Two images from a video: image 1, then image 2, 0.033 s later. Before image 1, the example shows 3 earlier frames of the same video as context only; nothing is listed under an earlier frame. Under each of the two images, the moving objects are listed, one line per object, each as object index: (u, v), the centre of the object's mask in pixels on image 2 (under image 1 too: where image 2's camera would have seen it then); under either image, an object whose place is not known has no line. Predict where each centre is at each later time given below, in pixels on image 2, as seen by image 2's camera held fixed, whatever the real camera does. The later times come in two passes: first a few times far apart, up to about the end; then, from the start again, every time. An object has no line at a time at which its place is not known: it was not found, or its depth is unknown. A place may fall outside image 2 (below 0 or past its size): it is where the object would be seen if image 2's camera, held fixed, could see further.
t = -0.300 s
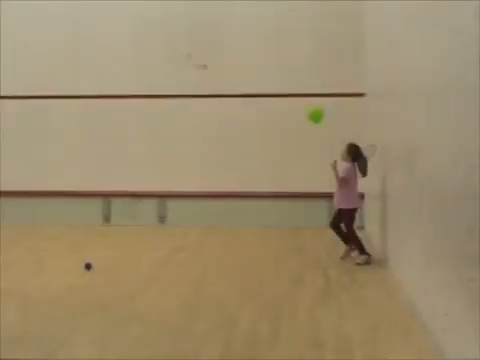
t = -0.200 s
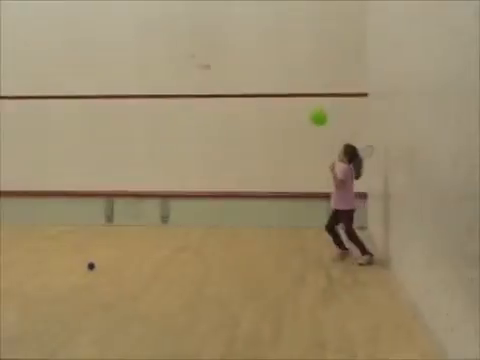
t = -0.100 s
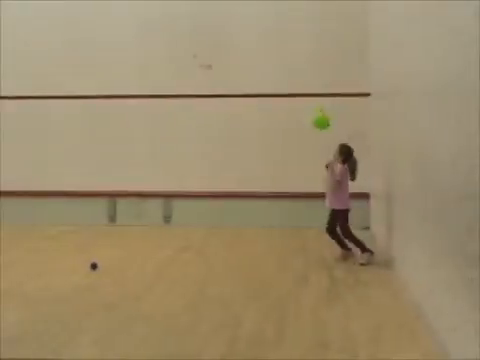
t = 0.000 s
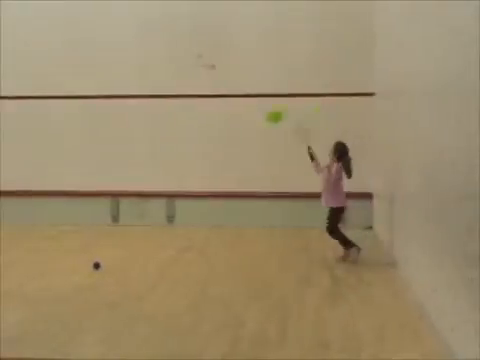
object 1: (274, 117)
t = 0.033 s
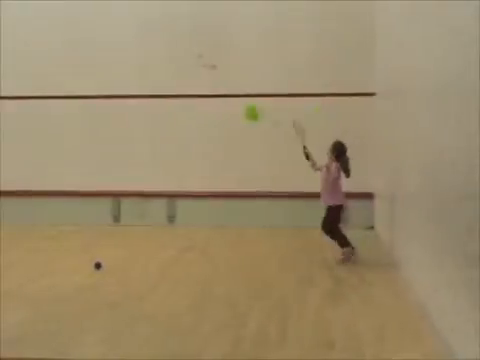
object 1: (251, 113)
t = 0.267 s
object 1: (186, 111)
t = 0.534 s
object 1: (160, 132)
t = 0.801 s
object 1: (149, 160)
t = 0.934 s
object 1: (153, 179)
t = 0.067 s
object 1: (238, 111)
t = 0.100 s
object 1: (222, 110)
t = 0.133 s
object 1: (212, 110)
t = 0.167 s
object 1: (203, 110)
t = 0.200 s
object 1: (193, 110)
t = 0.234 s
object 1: (189, 111)
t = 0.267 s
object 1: (186, 111)
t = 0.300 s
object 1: (182, 112)
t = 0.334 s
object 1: (179, 113)
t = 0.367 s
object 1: (177, 114)
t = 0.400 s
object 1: (175, 119)
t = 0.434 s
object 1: (168, 122)
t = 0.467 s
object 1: (167, 125)
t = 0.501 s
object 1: (163, 128)
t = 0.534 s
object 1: (160, 132)
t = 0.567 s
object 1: (161, 136)
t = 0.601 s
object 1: (159, 139)
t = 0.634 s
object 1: (160, 142)
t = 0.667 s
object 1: (157, 145)
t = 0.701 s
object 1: (155, 148)
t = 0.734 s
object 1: (154, 152)
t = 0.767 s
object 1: (151, 156)
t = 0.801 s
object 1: (149, 160)
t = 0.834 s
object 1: (151, 165)
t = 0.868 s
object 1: (150, 169)
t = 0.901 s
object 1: (152, 174)
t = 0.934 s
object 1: (153, 179)
